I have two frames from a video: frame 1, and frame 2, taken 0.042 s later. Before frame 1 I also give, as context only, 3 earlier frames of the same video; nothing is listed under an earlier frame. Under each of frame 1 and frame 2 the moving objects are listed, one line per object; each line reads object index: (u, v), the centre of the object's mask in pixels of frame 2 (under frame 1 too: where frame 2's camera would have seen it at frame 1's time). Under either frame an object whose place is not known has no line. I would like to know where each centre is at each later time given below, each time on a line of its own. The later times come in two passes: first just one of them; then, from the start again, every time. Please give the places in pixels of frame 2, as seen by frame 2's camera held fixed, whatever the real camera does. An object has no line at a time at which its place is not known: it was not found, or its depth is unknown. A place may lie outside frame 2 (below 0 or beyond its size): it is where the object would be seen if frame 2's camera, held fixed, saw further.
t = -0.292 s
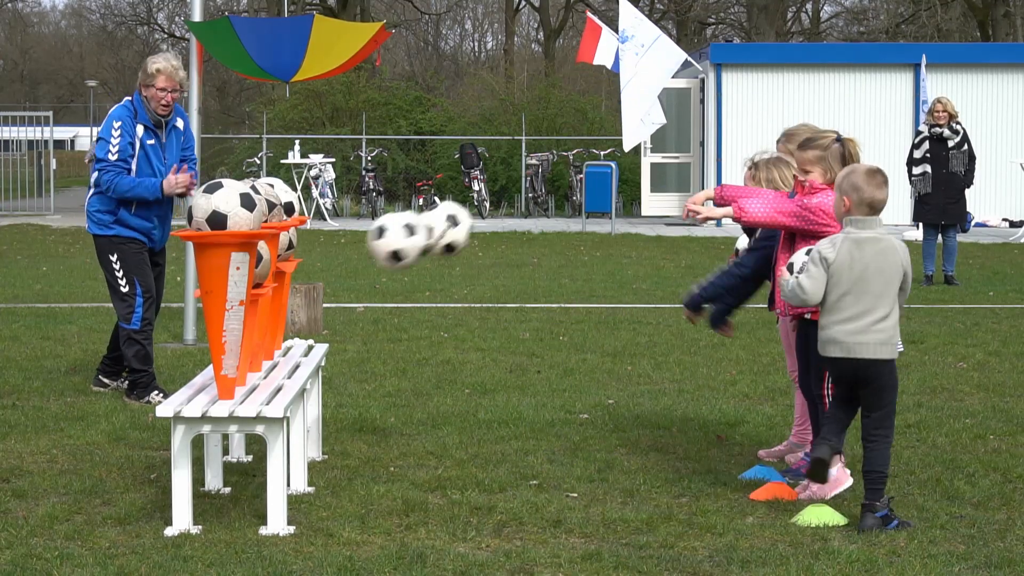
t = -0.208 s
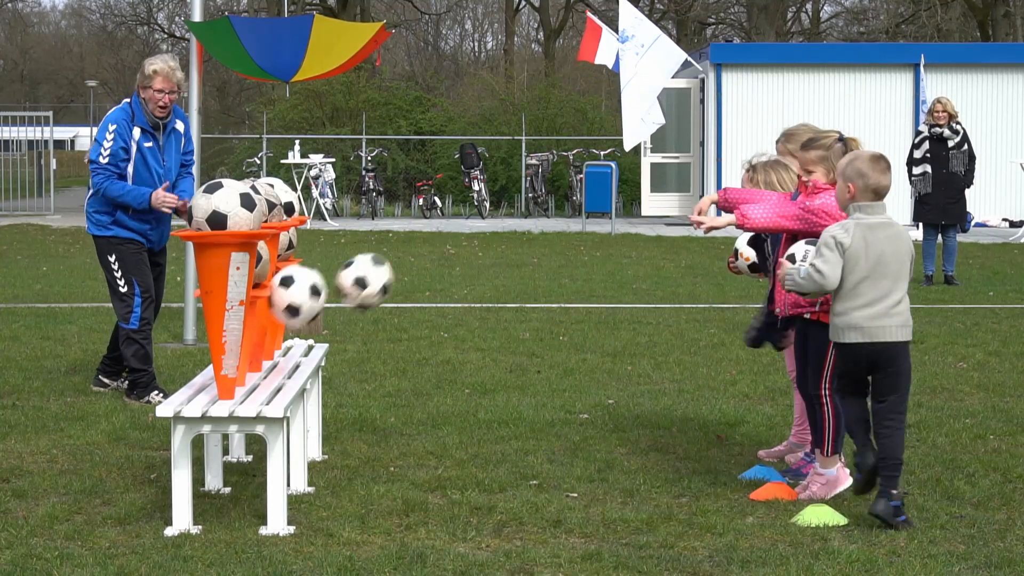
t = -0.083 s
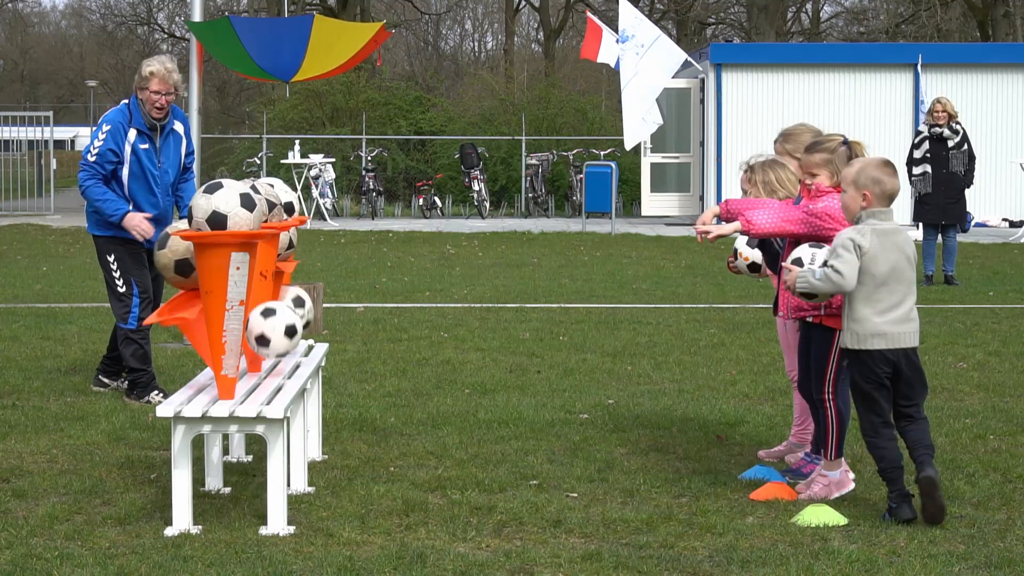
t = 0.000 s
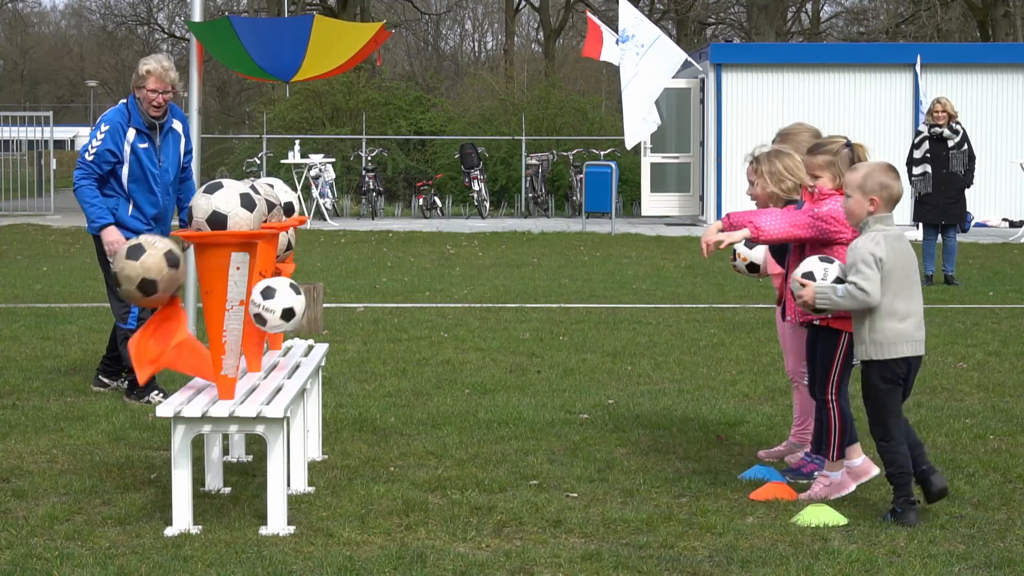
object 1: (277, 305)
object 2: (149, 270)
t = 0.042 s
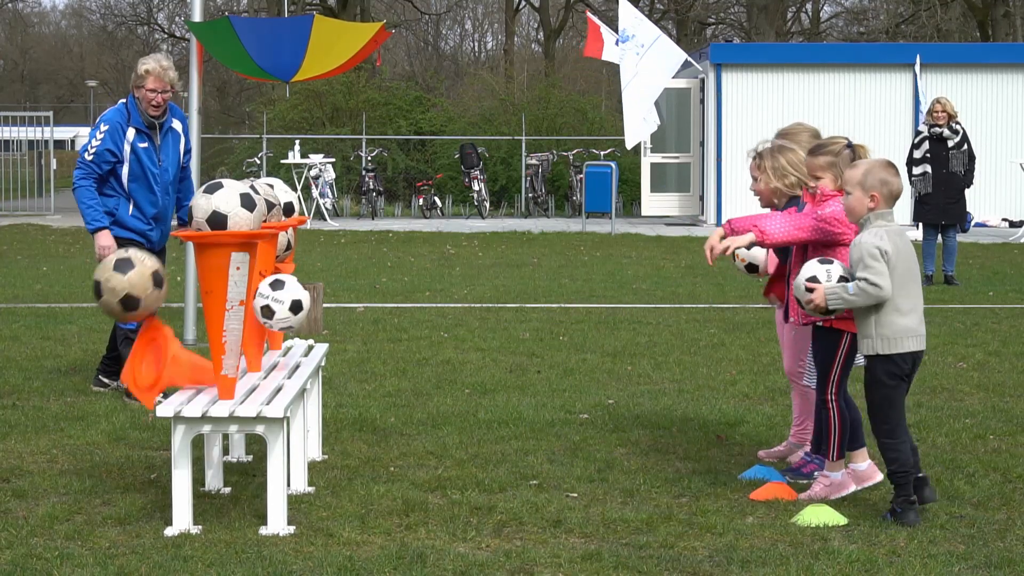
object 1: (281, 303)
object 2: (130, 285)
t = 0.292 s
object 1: (308, 335)
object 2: (19, 484)
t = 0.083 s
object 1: (286, 305)
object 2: (110, 304)
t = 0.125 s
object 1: (291, 311)
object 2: (89, 328)
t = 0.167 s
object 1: (296, 323)
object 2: (69, 358)
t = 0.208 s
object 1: (301, 340)
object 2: (48, 393)
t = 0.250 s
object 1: (305, 342)
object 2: (30, 434)
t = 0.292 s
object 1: (308, 335)
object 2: (19, 484)
